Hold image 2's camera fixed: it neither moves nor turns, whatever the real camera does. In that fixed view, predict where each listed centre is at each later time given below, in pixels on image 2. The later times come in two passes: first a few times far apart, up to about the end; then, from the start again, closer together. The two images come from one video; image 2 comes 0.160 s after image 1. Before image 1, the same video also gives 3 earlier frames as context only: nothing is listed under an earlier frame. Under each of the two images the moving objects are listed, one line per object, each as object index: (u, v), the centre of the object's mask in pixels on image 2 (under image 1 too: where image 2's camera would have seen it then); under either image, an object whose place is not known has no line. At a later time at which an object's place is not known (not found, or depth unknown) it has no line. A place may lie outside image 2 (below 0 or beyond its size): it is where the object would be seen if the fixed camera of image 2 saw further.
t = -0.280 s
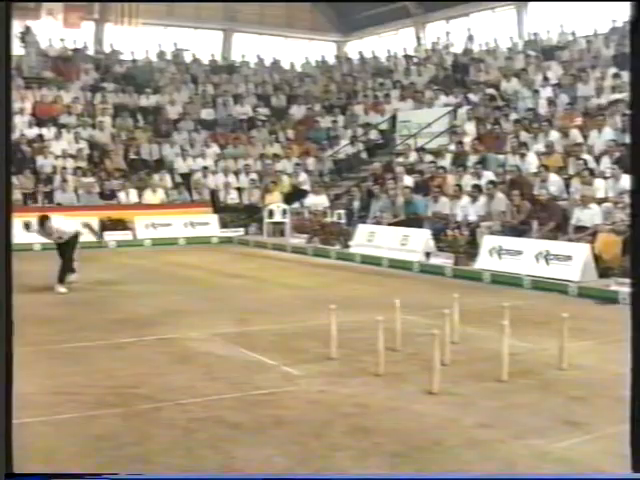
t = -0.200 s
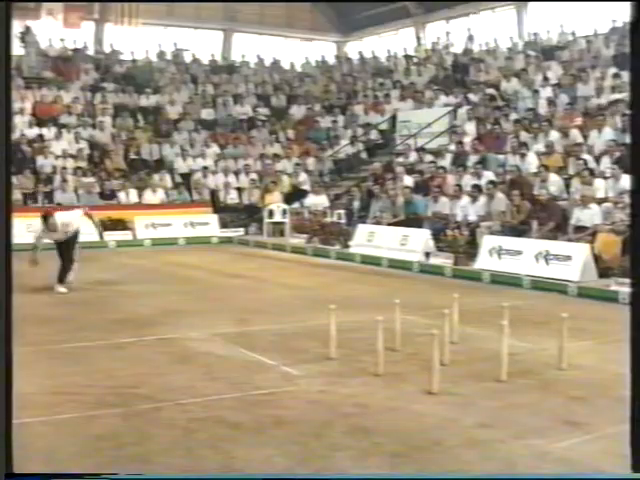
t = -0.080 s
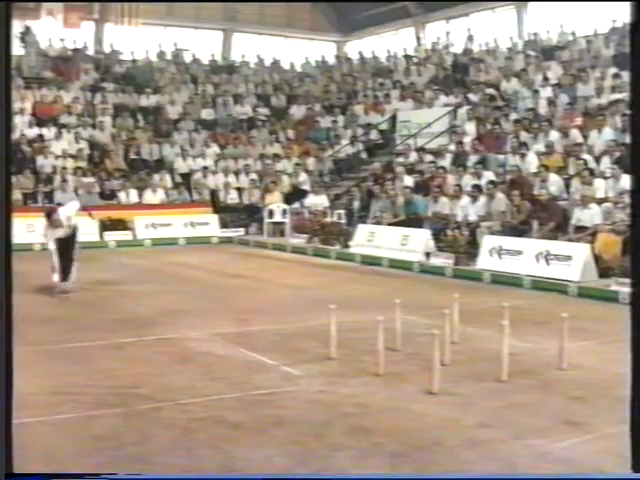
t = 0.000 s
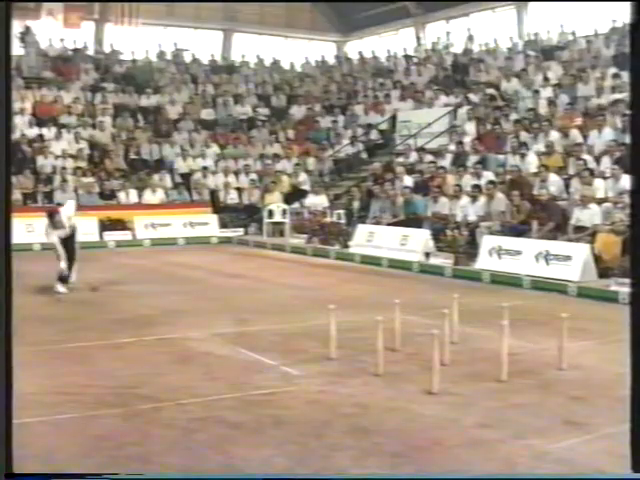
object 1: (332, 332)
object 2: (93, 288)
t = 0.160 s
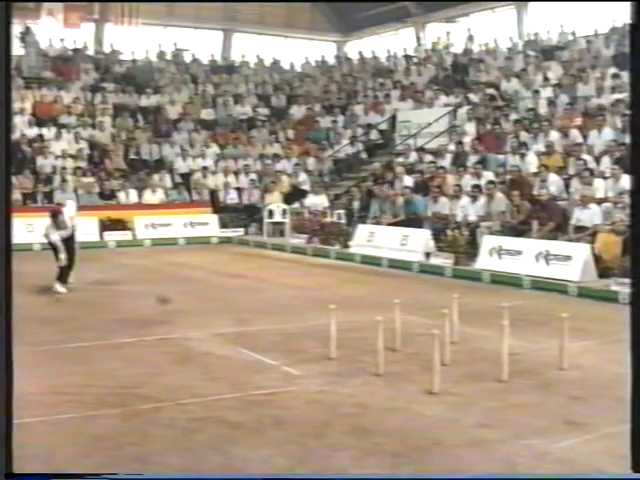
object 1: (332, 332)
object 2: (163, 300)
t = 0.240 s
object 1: (332, 333)
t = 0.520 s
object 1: (333, 332)
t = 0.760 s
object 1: (334, 332)
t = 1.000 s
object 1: (335, 333)
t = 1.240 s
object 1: (337, 333)
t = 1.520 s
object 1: (348, 339)
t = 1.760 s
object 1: (360, 351)
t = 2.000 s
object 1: (363, 352)
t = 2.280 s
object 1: (363, 352)
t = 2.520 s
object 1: (363, 352)
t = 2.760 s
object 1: (363, 352)
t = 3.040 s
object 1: (362, 352)
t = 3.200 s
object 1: (363, 352)
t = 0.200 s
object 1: (331, 332)
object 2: (183, 307)
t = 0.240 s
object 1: (332, 333)
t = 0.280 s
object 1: (331, 332)
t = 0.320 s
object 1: (332, 332)
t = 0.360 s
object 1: (332, 332)
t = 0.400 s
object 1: (332, 332)
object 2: (300, 343)
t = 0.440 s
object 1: (333, 330)
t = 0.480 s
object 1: (332, 332)
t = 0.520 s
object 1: (333, 332)
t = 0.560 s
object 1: (334, 332)
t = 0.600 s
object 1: (334, 332)
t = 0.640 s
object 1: (334, 332)
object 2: (448, 380)
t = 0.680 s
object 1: (334, 332)
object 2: (464, 382)
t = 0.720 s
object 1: (335, 332)
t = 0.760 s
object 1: (334, 332)
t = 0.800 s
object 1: (334, 333)
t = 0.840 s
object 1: (335, 333)
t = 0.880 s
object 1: (335, 333)
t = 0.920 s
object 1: (335, 333)
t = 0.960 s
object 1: (335, 333)
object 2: (617, 399)
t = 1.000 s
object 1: (335, 333)
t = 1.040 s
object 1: (336, 332)
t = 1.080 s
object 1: (336, 333)
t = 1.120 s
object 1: (336, 332)
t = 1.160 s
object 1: (337, 332)
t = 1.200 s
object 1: (337, 333)
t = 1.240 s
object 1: (337, 333)
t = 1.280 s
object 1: (338, 333)
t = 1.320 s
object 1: (339, 333)
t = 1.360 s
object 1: (340, 334)
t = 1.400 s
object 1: (342, 334)
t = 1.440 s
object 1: (343, 335)
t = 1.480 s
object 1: (345, 336)
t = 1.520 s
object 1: (348, 339)
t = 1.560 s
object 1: (352, 341)
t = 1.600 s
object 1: (355, 346)
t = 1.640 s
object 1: (359, 352)
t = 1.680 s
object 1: (359, 351)
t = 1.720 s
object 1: (360, 351)
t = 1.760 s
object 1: (360, 351)
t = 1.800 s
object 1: (362, 352)
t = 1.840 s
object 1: (363, 352)
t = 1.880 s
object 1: (363, 352)
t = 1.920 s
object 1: (363, 352)
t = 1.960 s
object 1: (363, 352)
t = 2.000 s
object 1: (363, 352)
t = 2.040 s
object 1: (363, 352)
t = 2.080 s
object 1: (363, 352)
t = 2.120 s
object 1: (363, 352)
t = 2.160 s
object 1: (363, 352)
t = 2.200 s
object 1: (363, 352)
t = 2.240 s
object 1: (363, 352)
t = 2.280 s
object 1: (363, 352)
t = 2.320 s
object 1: (363, 352)
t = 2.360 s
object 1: (362, 352)
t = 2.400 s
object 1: (363, 352)
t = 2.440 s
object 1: (363, 352)
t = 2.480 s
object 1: (363, 352)
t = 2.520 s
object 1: (363, 352)
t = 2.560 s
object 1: (363, 352)
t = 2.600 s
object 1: (363, 352)
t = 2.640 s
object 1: (363, 352)
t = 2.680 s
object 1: (363, 352)
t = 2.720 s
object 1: (363, 352)
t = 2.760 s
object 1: (363, 352)
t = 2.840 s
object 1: (363, 352)
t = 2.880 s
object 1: (363, 352)
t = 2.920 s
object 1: (363, 352)
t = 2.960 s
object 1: (363, 352)
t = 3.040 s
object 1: (362, 352)
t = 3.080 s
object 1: (363, 352)
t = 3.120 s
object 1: (363, 352)
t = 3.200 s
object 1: (363, 352)
